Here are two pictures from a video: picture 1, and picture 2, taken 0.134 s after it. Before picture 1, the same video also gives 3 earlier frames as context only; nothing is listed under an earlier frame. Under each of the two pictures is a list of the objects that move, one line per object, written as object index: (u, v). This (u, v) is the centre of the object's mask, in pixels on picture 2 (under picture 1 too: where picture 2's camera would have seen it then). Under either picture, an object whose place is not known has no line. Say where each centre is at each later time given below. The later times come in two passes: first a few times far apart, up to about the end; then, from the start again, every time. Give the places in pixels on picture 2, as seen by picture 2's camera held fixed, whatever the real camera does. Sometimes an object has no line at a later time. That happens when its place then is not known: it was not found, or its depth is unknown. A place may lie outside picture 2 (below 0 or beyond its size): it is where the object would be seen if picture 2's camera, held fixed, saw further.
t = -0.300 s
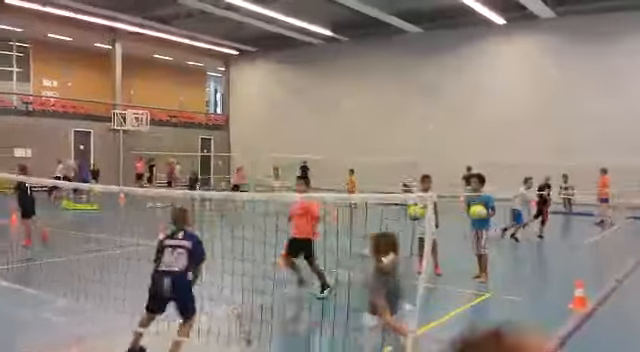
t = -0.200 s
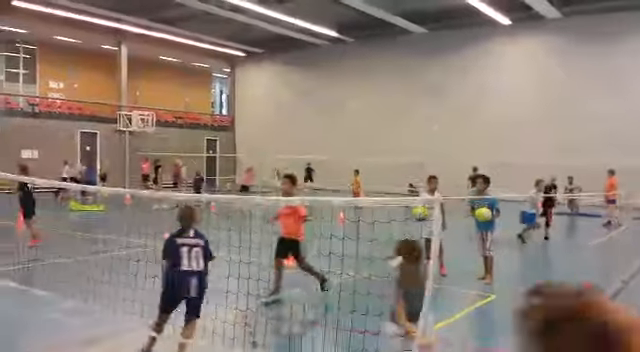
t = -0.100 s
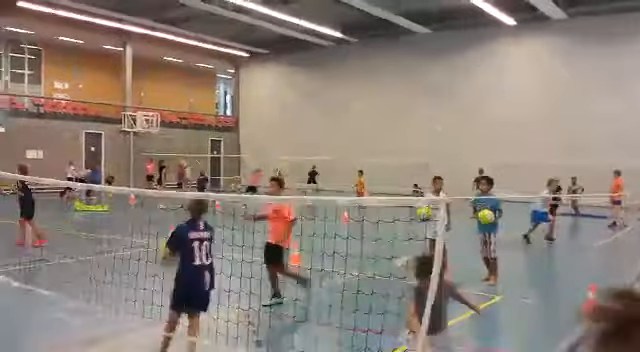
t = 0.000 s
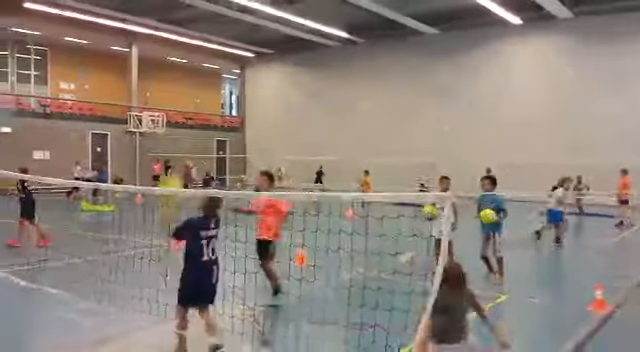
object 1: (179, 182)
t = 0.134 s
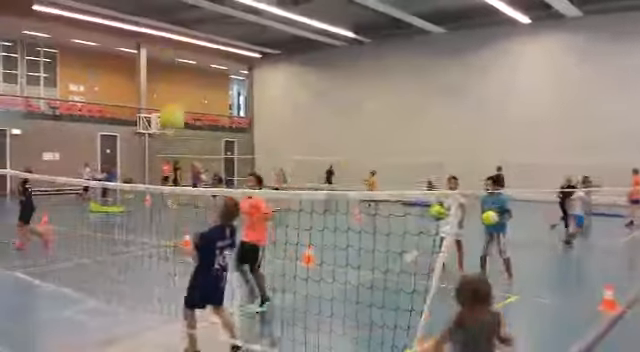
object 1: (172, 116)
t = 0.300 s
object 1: (162, 51)
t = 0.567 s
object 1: (147, 9)
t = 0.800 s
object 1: (132, 31)
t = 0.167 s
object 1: (170, 100)
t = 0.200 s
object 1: (168, 83)
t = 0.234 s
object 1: (166, 71)
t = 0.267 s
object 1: (164, 63)
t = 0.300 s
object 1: (162, 51)
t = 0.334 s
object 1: (160, 40)
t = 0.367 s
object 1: (159, 31)
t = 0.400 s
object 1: (157, 23)
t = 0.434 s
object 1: (155, 18)
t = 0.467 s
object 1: (153, 14)
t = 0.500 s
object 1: (150, 10)
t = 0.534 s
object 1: (148, 10)
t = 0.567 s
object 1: (147, 9)
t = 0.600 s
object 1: (146, 8)
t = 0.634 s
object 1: (145, 9)
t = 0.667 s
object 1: (142, 11)
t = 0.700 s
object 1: (141, 15)
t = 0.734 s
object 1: (137, 17)
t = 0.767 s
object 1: (135, 23)
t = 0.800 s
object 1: (132, 31)
